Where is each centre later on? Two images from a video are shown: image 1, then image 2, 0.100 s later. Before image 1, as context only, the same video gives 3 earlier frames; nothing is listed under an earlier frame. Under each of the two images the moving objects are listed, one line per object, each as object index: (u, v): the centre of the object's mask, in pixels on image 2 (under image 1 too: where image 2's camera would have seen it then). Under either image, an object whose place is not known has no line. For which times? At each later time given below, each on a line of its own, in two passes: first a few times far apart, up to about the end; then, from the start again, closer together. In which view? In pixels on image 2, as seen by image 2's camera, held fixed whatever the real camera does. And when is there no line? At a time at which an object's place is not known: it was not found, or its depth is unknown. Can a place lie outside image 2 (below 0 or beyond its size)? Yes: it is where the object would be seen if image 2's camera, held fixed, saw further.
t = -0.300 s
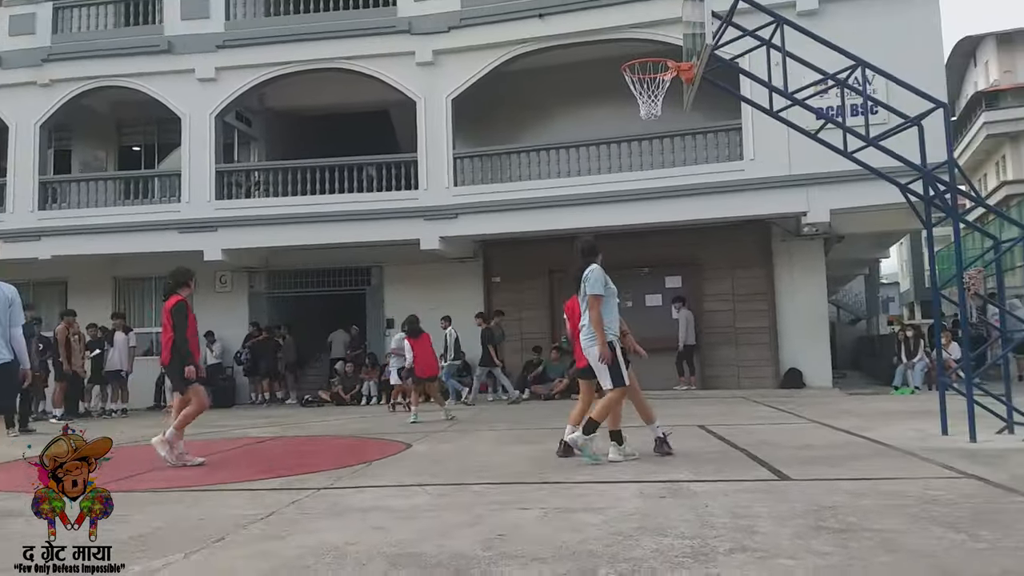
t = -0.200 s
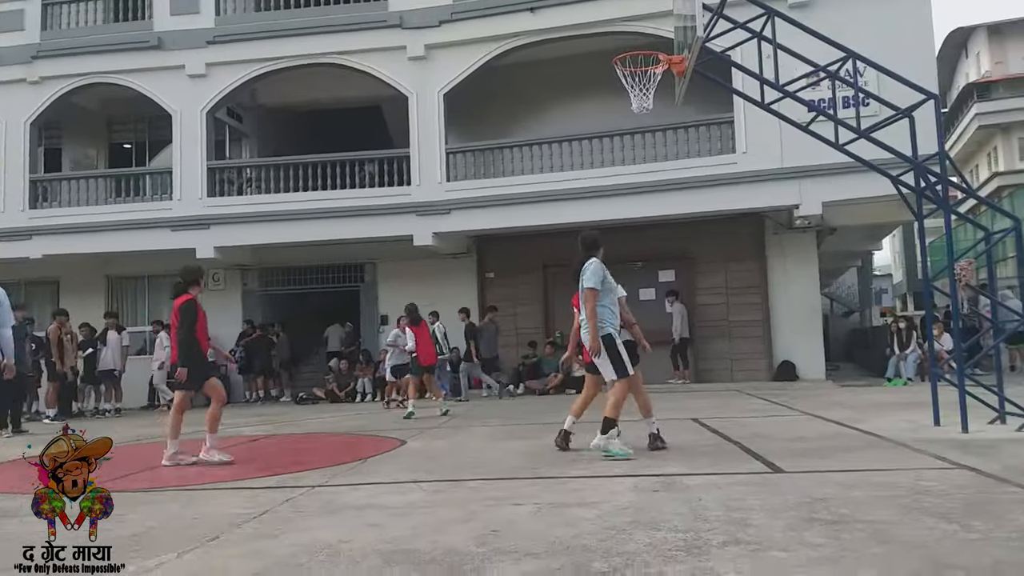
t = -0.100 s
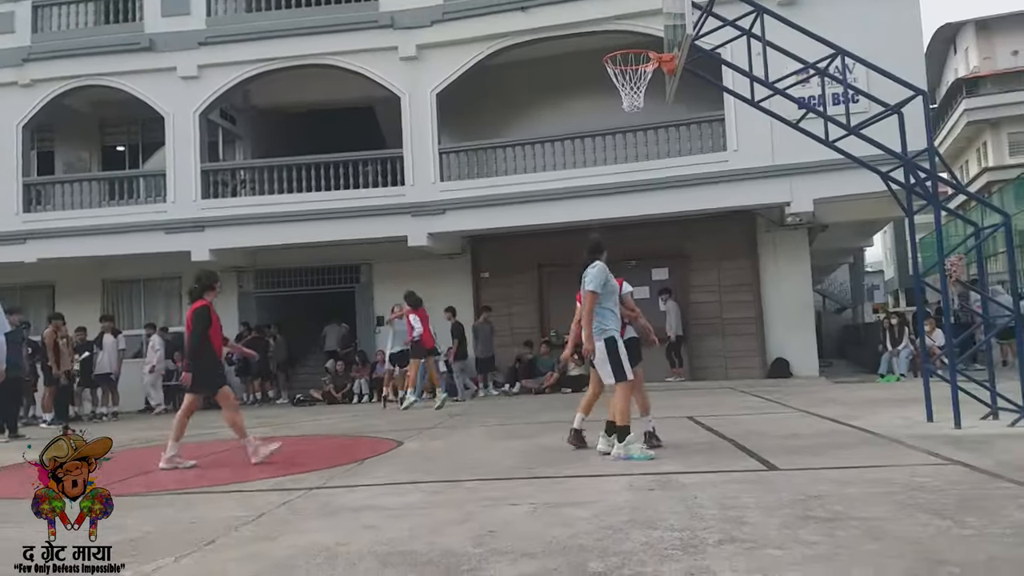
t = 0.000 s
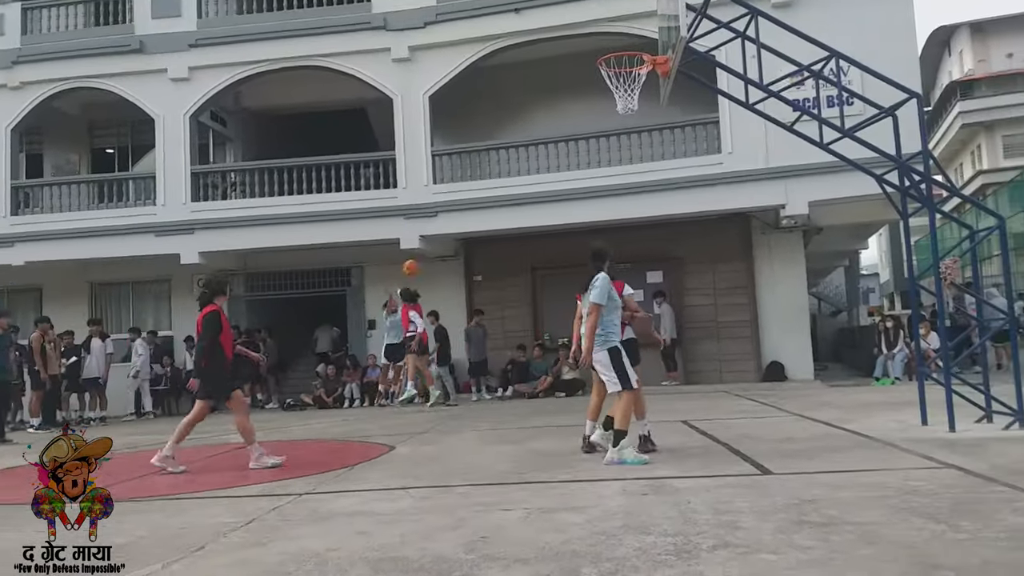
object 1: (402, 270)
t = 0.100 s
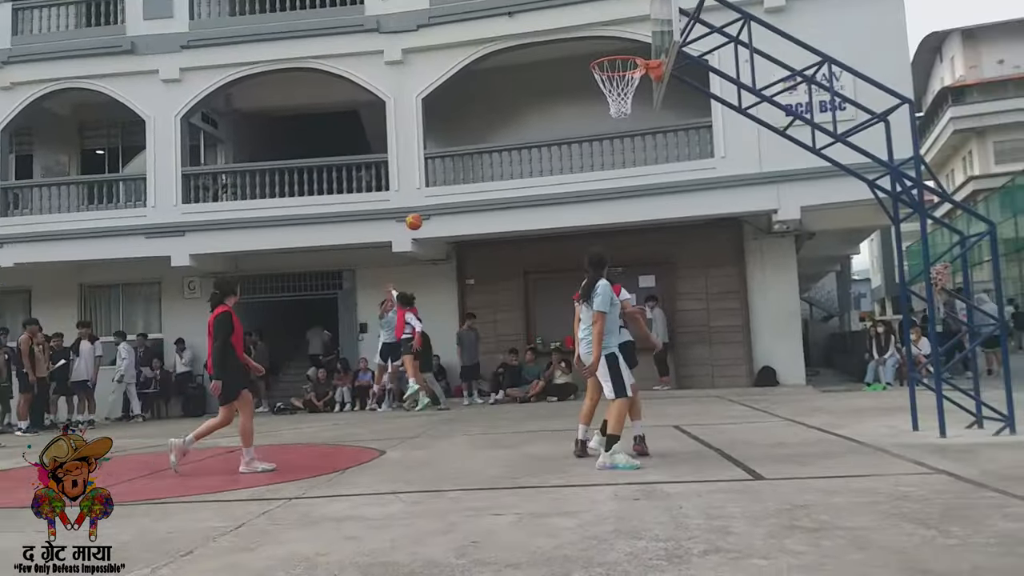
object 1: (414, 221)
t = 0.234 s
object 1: (430, 163)
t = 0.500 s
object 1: (468, 64)
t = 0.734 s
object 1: (509, 7)
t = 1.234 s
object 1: (646, 29)
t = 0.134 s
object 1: (418, 206)
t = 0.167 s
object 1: (421, 191)
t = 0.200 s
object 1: (425, 178)
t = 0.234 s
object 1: (430, 163)
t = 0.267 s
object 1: (433, 149)
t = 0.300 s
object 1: (438, 134)
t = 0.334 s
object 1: (443, 122)
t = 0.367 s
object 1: (447, 108)
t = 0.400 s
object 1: (452, 97)
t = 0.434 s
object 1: (457, 85)
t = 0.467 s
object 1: (462, 74)
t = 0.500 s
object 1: (468, 64)
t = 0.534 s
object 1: (472, 54)
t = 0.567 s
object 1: (477, 45)
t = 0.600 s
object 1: (483, 36)
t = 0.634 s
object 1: (489, 28)
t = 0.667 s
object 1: (496, 20)
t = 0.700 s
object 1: (502, 13)
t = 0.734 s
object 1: (509, 7)
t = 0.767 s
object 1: (515, 2)
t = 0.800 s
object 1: (523, 0)
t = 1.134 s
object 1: (614, 3)
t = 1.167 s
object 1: (625, 10)
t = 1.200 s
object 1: (638, 19)
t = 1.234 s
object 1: (646, 29)
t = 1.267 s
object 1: (638, 41)
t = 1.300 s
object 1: (630, 43)
